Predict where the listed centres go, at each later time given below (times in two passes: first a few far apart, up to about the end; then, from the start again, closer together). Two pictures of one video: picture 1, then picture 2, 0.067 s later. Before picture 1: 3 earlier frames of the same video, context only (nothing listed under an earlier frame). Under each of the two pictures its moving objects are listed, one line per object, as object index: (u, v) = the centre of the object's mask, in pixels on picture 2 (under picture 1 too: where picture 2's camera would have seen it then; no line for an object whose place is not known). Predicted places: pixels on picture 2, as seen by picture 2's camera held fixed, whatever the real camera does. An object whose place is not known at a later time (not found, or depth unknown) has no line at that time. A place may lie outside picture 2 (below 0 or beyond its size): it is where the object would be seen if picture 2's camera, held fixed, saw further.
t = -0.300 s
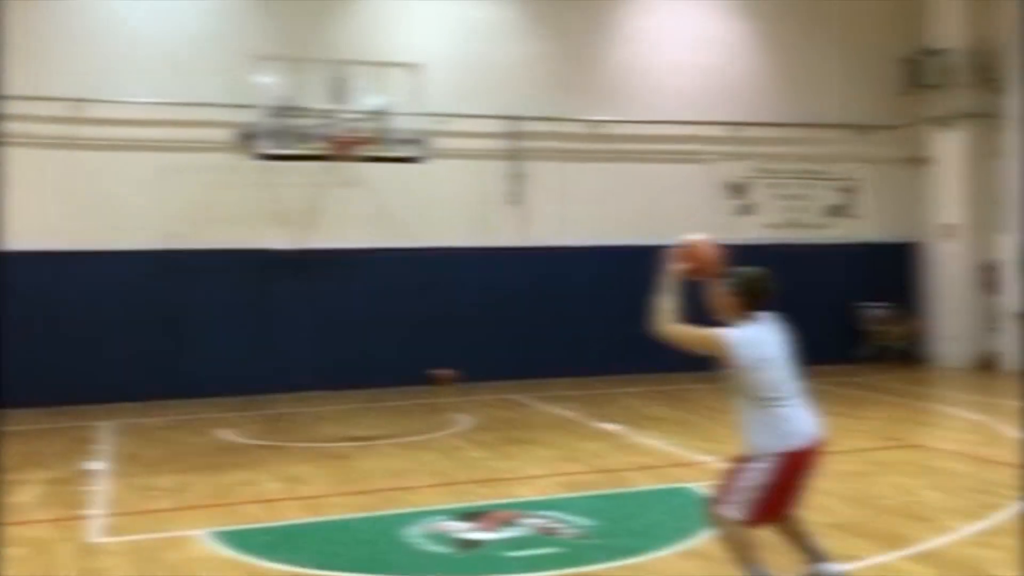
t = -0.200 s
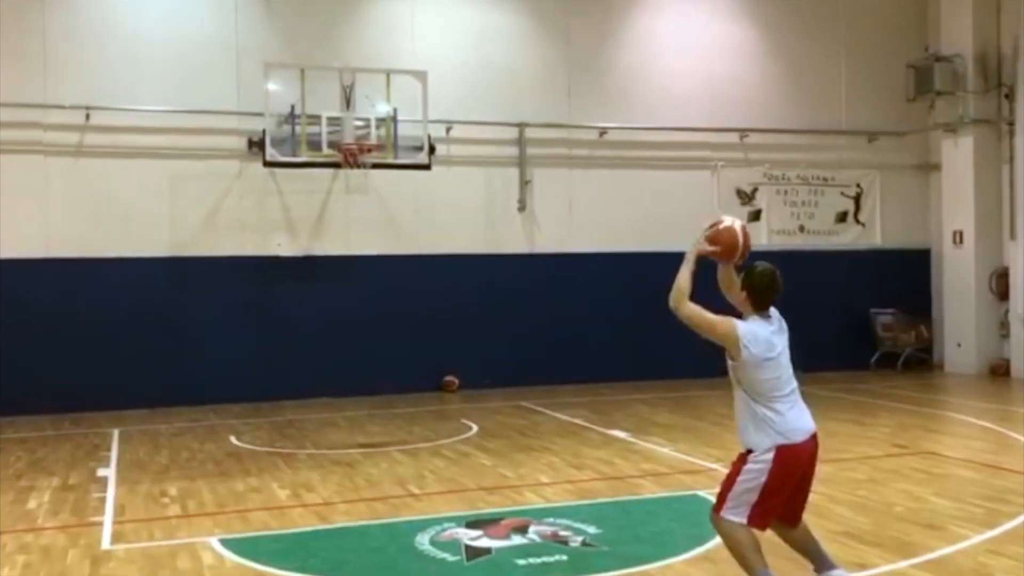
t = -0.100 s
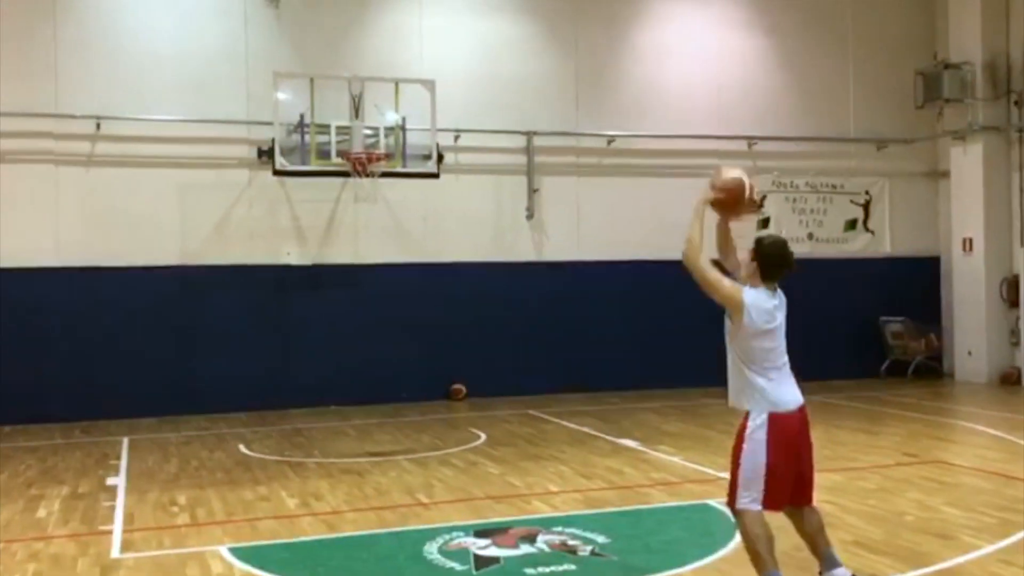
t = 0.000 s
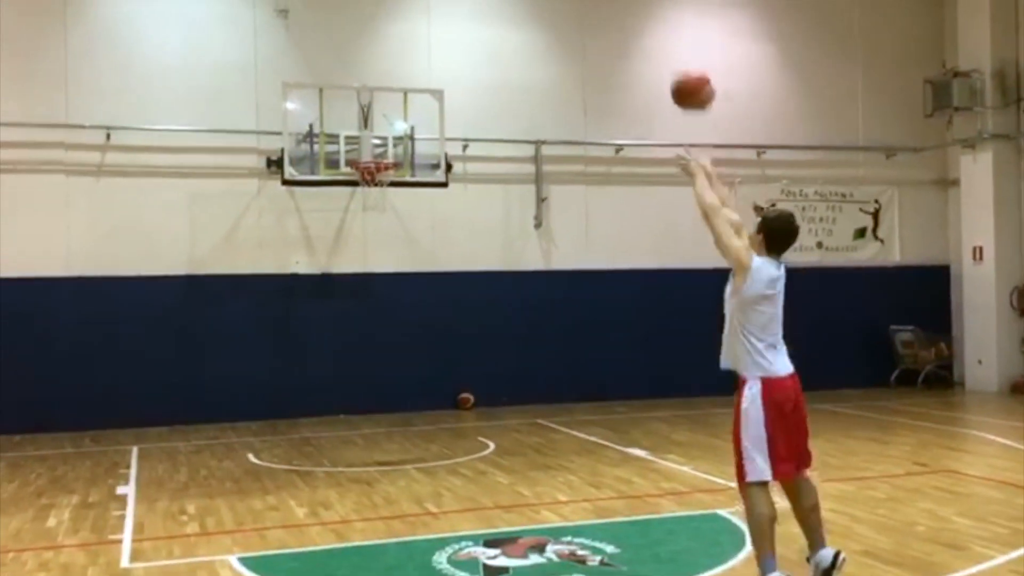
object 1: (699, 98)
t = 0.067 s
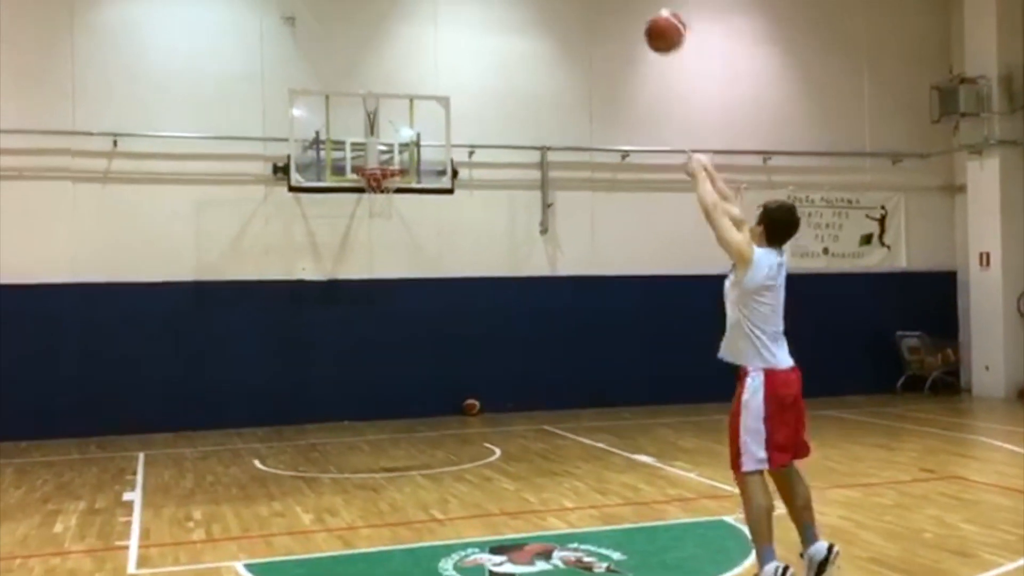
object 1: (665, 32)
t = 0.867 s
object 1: (438, -47)
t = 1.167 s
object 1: (393, 90)
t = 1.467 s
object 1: (387, 247)
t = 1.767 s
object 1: (410, 451)
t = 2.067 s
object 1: (438, 301)
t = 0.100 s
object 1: (650, 11)
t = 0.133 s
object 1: (636, -2)
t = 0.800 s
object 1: (451, -61)
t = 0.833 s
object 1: (443, -57)
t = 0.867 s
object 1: (438, -47)
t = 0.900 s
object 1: (432, -35)
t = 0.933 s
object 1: (427, -21)
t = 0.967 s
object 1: (421, -7)
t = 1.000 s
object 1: (416, 8)
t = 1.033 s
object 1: (411, 23)
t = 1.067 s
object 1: (407, 39)
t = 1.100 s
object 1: (402, 55)
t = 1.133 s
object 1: (397, 73)
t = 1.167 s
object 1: (393, 90)
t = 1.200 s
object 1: (390, 108)
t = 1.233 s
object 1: (385, 127)
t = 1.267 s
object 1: (381, 146)
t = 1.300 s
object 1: (376, 161)
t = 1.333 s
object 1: (374, 183)
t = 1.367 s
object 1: (379, 195)
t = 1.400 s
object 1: (382, 214)
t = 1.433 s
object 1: (384, 230)
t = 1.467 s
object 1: (387, 247)
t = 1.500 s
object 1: (389, 265)
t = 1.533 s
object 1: (392, 287)
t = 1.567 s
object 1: (395, 307)
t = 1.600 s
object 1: (398, 329)
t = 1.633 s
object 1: (399, 351)
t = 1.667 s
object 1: (401, 376)
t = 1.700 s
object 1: (404, 402)
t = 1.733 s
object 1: (407, 428)
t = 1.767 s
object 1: (410, 451)
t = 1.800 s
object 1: (413, 430)
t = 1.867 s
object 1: (419, 393)
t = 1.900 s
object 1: (422, 375)
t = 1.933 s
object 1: (425, 359)
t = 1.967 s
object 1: (428, 344)
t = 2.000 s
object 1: (431, 328)
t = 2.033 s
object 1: (434, 314)
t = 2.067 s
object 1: (438, 301)
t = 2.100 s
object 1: (442, 291)
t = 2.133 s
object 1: (447, 280)
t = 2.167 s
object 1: (449, 269)
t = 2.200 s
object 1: (452, 261)
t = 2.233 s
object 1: (456, 253)
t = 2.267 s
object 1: (461, 246)
